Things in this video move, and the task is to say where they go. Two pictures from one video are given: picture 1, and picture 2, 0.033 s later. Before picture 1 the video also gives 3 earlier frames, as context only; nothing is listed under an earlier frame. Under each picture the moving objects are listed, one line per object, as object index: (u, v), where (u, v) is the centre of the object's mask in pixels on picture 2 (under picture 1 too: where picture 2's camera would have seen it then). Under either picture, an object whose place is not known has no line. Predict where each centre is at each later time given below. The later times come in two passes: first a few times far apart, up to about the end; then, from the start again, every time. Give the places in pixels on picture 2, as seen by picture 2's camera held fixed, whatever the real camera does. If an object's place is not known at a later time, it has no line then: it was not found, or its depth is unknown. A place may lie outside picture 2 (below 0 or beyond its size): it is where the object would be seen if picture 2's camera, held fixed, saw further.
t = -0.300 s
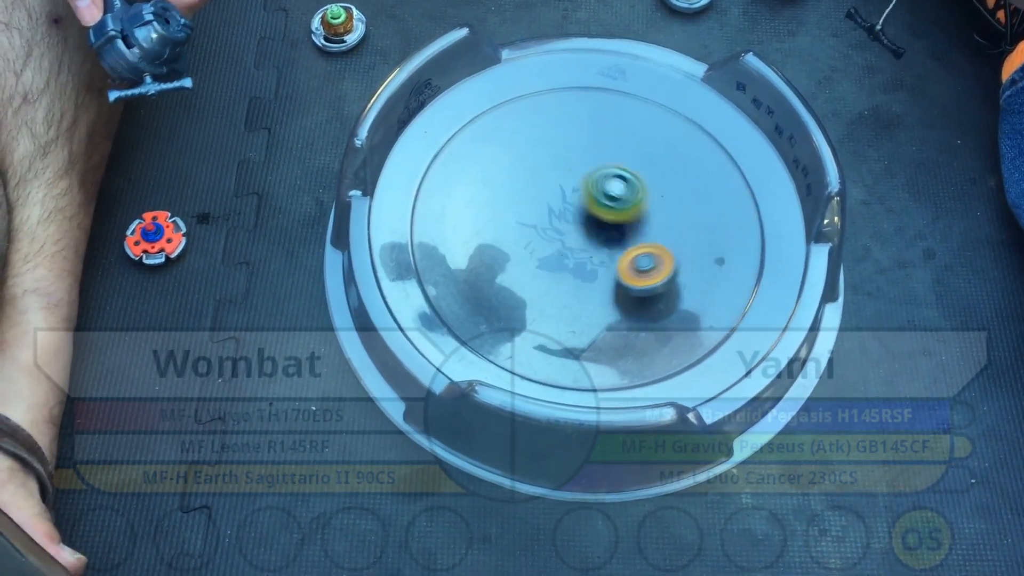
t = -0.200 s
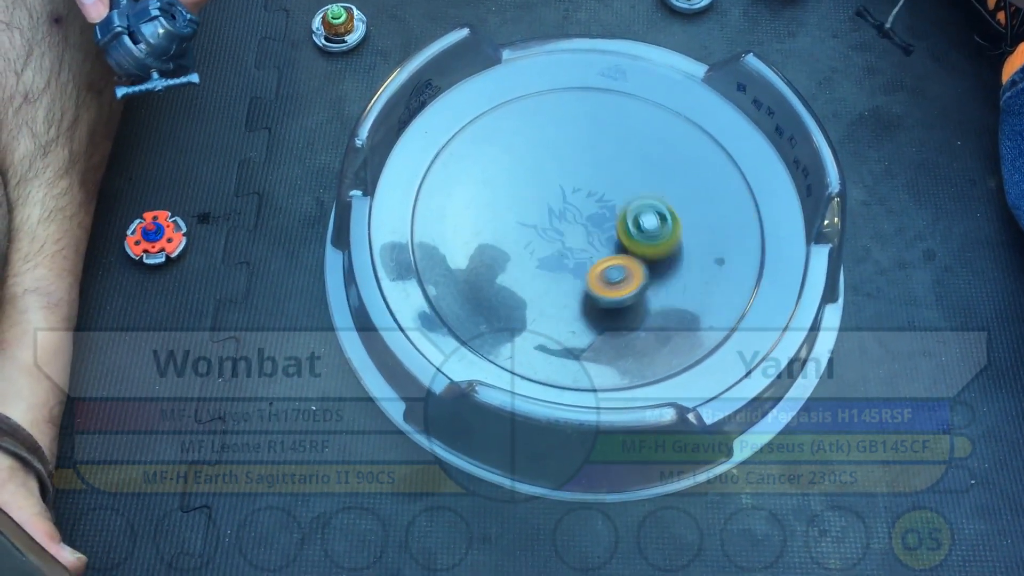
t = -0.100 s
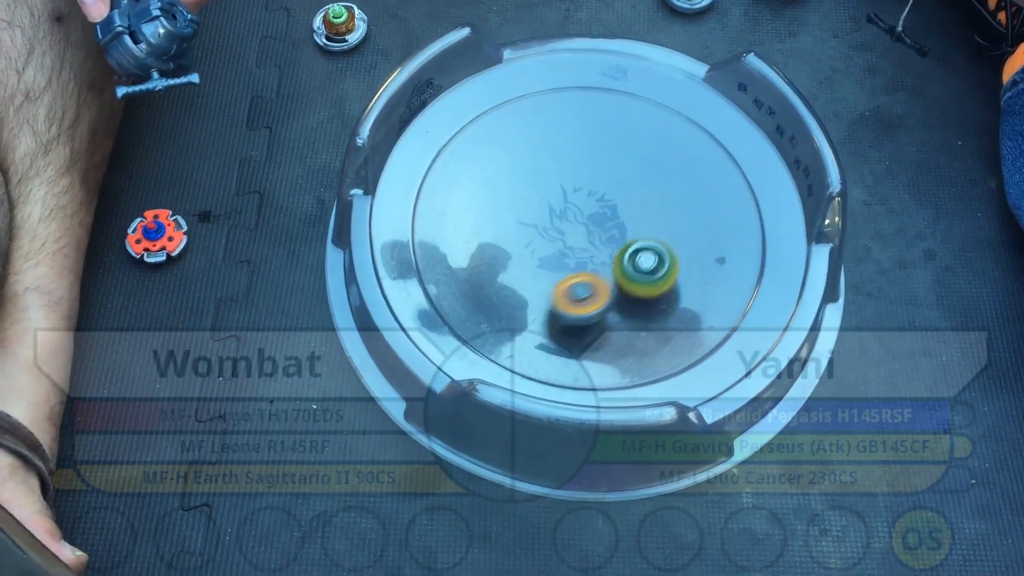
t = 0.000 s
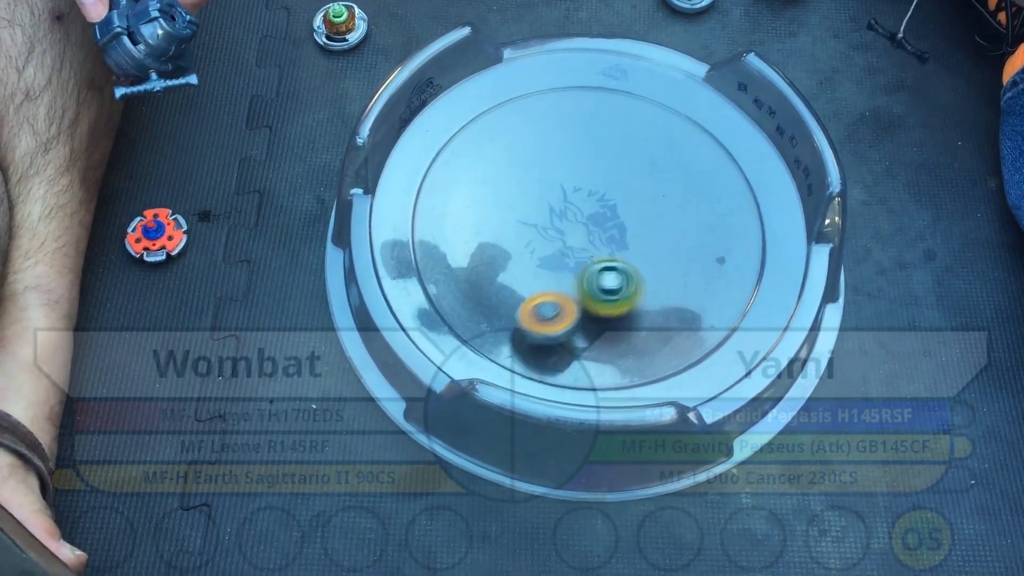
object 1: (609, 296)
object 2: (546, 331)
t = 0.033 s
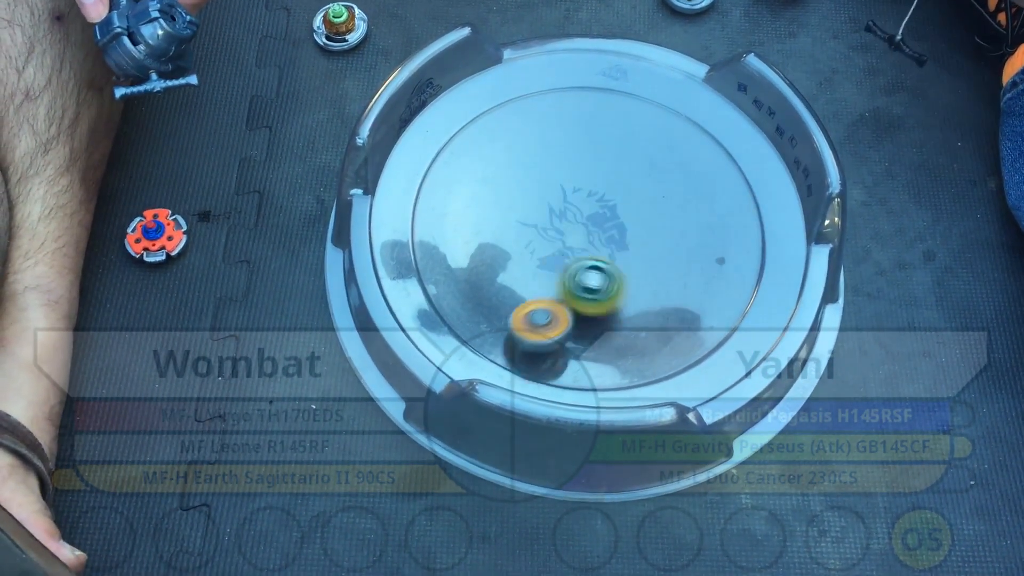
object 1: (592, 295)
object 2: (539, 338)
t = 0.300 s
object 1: (558, 195)
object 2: (519, 357)
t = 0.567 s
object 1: (671, 211)
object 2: (513, 332)
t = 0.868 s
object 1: (593, 285)
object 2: (483, 260)
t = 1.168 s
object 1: (587, 217)
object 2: (427, 216)
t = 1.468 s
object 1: (628, 261)
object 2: (509, 208)
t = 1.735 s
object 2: (536, 114)
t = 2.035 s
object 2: (524, 145)
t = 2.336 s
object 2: (624, 188)
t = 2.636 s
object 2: (701, 140)
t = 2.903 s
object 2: (692, 152)
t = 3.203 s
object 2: (653, 199)
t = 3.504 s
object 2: (634, 280)
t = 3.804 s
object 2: (633, 310)
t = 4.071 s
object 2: (587, 322)
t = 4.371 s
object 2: (552, 311)
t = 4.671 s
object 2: (503, 281)
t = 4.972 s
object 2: (453, 232)
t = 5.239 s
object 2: (424, 198)
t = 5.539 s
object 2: (461, 186)
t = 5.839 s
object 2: (513, 127)
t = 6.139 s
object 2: (565, 105)
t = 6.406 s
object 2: (603, 144)
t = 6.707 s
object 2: (663, 164)
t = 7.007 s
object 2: (670, 217)
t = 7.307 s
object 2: (673, 285)
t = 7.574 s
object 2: (654, 314)
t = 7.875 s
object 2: (601, 305)
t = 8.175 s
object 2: (526, 290)
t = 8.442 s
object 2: (490, 259)
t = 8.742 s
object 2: (440, 192)
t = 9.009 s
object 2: (452, 165)
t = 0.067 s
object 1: (576, 289)
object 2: (534, 343)
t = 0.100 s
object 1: (559, 280)
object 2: (530, 348)
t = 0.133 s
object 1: (547, 269)
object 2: (527, 352)
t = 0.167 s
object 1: (541, 254)
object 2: (524, 355)
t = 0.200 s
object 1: (539, 238)
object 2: (523, 357)
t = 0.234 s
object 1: (541, 222)
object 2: (521, 357)
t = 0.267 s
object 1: (548, 208)
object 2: (520, 357)
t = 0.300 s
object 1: (558, 195)
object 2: (519, 357)
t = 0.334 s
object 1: (571, 185)
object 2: (518, 356)
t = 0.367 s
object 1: (586, 178)
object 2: (517, 354)
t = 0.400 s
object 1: (603, 173)
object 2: (516, 353)
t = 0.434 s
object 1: (620, 173)
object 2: (515, 349)
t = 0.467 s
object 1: (637, 177)
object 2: (514, 346)
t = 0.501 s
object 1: (652, 185)
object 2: (514, 341)
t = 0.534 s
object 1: (664, 196)
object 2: (514, 337)
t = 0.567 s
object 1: (671, 211)
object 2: (513, 332)
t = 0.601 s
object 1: (674, 227)
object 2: (513, 328)
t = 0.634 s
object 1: (670, 243)
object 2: (515, 322)
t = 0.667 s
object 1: (662, 257)
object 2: (516, 314)
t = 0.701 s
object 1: (648, 269)
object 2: (518, 308)
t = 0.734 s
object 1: (631, 278)
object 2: (518, 295)
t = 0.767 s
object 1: (613, 283)
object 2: (521, 292)
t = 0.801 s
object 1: (593, 286)
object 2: (522, 285)
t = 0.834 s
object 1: (592, 287)
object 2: (504, 266)
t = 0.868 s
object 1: (593, 285)
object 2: (483, 260)
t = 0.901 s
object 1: (589, 282)
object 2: (471, 250)
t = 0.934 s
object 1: (582, 277)
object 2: (458, 240)
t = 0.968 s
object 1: (576, 271)
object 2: (448, 232)
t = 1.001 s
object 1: (572, 264)
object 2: (439, 225)
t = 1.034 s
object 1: (569, 255)
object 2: (429, 217)
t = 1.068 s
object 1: (569, 245)
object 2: (420, 211)
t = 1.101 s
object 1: (572, 235)
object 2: (417, 209)
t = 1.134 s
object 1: (578, 226)
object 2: (421, 212)
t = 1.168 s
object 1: (587, 217)
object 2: (427, 216)
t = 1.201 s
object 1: (598, 212)
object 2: (434, 218)
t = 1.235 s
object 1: (610, 210)
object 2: (441, 220)
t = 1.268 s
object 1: (621, 211)
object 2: (449, 220)
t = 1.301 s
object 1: (632, 215)
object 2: (459, 221)
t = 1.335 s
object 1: (640, 223)
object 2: (468, 221)
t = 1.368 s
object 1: (644, 232)
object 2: (479, 220)
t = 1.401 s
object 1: (644, 243)
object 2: (489, 219)
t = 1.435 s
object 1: (638, 253)
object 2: (499, 215)
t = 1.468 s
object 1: (628, 261)
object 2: (509, 208)
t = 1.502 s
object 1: (615, 267)
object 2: (517, 200)
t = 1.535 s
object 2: (525, 190)
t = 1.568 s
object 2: (531, 179)
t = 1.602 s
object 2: (535, 166)
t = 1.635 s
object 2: (538, 153)
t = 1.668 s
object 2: (539, 140)
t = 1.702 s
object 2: (538, 126)
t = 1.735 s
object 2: (536, 114)
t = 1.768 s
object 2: (534, 102)
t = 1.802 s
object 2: (532, 95)
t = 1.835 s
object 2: (523, 98)
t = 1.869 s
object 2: (518, 105)
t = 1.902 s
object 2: (516, 112)
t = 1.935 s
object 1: (610, 176)
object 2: (515, 120)
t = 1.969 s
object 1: (621, 185)
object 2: (517, 128)
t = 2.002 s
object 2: (520, 136)
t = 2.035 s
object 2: (524, 145)
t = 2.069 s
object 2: (530, 154)
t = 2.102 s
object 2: (537, 163)
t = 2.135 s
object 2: (544, 172)
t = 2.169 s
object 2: (553, 180)
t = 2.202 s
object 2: (564, 185)
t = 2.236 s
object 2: (578, 189)
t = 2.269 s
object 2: (592, 191)
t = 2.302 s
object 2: (608, 191)
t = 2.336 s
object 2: (624, 188)
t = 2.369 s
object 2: (639, 184)
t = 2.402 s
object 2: (653, 178)
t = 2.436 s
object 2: (666, 171)
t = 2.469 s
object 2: (676, 164)
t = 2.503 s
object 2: (684, 156)
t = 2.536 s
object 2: (691, 149)
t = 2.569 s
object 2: (696, 145)
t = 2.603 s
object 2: (699, 142)
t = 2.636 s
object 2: (701, 140)
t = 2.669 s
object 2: (702, 139)
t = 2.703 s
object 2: (703, 139)
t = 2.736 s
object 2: (702, 139)
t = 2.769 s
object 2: (701, 140)
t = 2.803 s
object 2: (699, 142)
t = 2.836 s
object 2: (697, 145)
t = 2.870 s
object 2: (695, 148)
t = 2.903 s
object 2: (692, 152)
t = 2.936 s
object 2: (689, 155)
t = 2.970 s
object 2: (686, 160)
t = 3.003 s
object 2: (682, 165)
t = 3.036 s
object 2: (677, 170)
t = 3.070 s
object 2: (672, 176)
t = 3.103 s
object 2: (668, 182)
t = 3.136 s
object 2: (663, 187)
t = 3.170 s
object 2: (658, 193)
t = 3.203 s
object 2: (653, 199)
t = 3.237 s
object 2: (649, 206)
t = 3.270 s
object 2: (645, 213)
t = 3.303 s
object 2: (642, 221)
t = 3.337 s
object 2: (639, 231)
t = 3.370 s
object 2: (638, 241)
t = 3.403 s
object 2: (636, 251)
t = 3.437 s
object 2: (635, 263)
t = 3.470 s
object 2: (635, 273)
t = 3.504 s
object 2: (634, 280)
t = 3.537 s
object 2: (634, 285)
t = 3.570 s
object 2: (635, 291)
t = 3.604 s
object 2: (636, 296)
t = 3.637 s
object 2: (636, 301)
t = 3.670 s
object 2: (635, 306)
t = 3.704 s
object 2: (635, 307)
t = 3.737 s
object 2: (634, 309)
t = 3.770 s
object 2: (634, 310)
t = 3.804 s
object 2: (633, 310)
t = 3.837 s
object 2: (631, 310)
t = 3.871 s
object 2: (630, 309)
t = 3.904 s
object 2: (628, 308)
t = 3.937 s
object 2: (626, 308)
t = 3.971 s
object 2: (615, 315)
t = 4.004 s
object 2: (603, 320)
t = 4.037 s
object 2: (595, 321)
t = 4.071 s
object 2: (587, 322)
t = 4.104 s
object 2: (582, 322)
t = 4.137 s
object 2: (578, 320)
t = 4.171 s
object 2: (574, 319)
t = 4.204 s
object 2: (570, 317)
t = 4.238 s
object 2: (566, 315)
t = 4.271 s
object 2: (562, 315)
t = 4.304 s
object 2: (559, 311)
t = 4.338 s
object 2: (556, 312)
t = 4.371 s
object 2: (552, 311)
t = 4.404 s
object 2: (548, 308)
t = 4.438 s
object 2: (541, 304)
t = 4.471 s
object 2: (536, 300)
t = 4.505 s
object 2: (531, 296)
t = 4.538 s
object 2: (525, 297)
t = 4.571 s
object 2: (519, 294)
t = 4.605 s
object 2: (514, 290)
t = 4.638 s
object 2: (510, 286)
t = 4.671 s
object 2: (503, 281)
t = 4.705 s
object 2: (499, 275)
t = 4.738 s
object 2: (494, 270)
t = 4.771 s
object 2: (490, 265)
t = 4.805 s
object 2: (486, 259)
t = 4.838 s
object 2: (482, 254)
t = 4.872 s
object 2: (479, 249)
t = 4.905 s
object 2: (477, 245)
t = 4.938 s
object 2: (469, 238)
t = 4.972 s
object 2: (453, 232)
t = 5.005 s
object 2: (445, 226)
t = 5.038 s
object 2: (438, 221)
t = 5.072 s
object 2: (432, 216)
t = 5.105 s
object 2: (428, 211)
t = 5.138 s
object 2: (425, 207)
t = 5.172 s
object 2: (423, 203)
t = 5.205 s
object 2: (423, 200)
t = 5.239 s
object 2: (424, 198)
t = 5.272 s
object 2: (426, 195)
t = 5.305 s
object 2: (429, 194)
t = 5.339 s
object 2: (432, 192)
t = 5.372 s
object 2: (436, 191)
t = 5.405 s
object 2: (440, 190)
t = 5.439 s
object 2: (445, 188)
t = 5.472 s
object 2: (450, 188)
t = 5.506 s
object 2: (455, 186)
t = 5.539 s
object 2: (461, 186)
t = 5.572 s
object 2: (468, 185)
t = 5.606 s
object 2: (475, 186)
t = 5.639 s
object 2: (482, 186)
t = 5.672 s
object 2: (489, 186)
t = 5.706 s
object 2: (497, 186)
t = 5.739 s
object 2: (504, 183)
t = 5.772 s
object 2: (507, 166)
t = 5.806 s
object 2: (509, 145)
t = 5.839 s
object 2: (513, 127)
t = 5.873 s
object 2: (518, 112)
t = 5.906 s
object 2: (523, 102)
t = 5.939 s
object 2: (529, 99)
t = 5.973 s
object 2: (535, 100)
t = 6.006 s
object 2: (542, 101)
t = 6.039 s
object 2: (548, 101)
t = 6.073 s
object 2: (554, 102)
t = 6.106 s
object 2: (560, 103)
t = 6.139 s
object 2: (565, 105)
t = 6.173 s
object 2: (571, 107)
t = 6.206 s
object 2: (576, 110)
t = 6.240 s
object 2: (581, 114)
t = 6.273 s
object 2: (586, 118)
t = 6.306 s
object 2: (590, 123)
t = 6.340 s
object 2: (594, 130)
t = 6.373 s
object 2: (598, 137)
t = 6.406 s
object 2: (603, 144)
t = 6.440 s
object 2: (608, 152)
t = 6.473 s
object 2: (615, 157)
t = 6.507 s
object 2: (624, 159)
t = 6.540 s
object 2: (635, 160)
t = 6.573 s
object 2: (646, 158)
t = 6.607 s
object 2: (653, 157)
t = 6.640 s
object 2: (658, 158)
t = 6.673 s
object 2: (661, 161)
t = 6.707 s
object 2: (663, 164)
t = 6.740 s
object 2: (665, 168)
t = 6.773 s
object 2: (666, 172)
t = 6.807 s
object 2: (667, 177)
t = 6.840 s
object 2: (667, 183)
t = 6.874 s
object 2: (668, 188)
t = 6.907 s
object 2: (668, 195)
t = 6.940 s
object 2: (669, 202)
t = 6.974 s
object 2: (670, 209)
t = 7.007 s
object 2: (670, 217)
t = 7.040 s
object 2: (671, 225)
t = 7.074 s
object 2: (671, 233)
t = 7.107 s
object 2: (672, 242)
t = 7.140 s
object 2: (672, 250)
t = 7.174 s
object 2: (673, 258)
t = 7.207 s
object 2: (674, 266)
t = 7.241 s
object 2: (674, 273)
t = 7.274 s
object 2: (673, 280)
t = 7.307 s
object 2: (673, 285)
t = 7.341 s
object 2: (672, 291)
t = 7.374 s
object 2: (670, 295)
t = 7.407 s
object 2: (668, 300)
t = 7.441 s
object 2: (666, 303)
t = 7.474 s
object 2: (664, 308)
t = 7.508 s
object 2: (661, 310)
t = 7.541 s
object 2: (658, 313)
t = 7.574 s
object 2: (654, 314)
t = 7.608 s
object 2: (649, 315)
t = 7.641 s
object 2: (643, 315)
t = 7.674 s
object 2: (639, 316)
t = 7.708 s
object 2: (634, 318)
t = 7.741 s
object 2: (628, 319)
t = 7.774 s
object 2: (623, 306)
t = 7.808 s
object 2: (616, 306)
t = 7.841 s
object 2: (609, 305)
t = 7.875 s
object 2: (601, 305)
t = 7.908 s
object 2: (592, 305)
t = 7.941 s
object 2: (584, 303)
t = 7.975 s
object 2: (575, 302)
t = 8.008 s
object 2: (566, 301)
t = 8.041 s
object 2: (558, 300)
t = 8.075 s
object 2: (550, 298)
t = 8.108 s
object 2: (542, 295)
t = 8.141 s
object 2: (534, 294)
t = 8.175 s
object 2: (526, 290)
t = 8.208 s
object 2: (519, 287)
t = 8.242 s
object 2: (513, 284)
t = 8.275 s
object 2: (507, 280)
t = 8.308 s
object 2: (503, 276)
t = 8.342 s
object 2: (499, 273)
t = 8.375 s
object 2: (496, 268)
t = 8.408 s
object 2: (493, 264)
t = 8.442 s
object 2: (490, 259)
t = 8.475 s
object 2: (488, 255)
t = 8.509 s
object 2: (486, 251)
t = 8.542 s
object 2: (471, 241)
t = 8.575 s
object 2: (464, 229)
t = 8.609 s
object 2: (458, 220)
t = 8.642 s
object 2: (453, 213)
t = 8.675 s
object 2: (449, 206)
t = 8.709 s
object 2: (441, 204)
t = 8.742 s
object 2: (440, 192)
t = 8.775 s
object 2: (438, 185)
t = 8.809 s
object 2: (434, 185)
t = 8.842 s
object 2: (433, 178)
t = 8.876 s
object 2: (433, 173)
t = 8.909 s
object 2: (436, 171)
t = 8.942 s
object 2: (443, 169)
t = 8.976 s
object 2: (447, 168)
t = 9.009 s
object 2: (452, 165)
